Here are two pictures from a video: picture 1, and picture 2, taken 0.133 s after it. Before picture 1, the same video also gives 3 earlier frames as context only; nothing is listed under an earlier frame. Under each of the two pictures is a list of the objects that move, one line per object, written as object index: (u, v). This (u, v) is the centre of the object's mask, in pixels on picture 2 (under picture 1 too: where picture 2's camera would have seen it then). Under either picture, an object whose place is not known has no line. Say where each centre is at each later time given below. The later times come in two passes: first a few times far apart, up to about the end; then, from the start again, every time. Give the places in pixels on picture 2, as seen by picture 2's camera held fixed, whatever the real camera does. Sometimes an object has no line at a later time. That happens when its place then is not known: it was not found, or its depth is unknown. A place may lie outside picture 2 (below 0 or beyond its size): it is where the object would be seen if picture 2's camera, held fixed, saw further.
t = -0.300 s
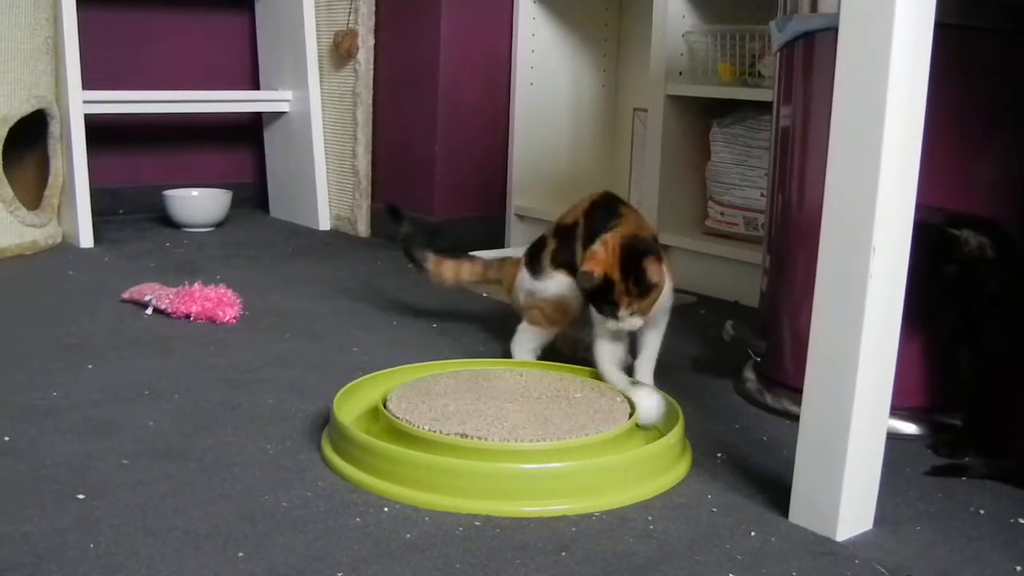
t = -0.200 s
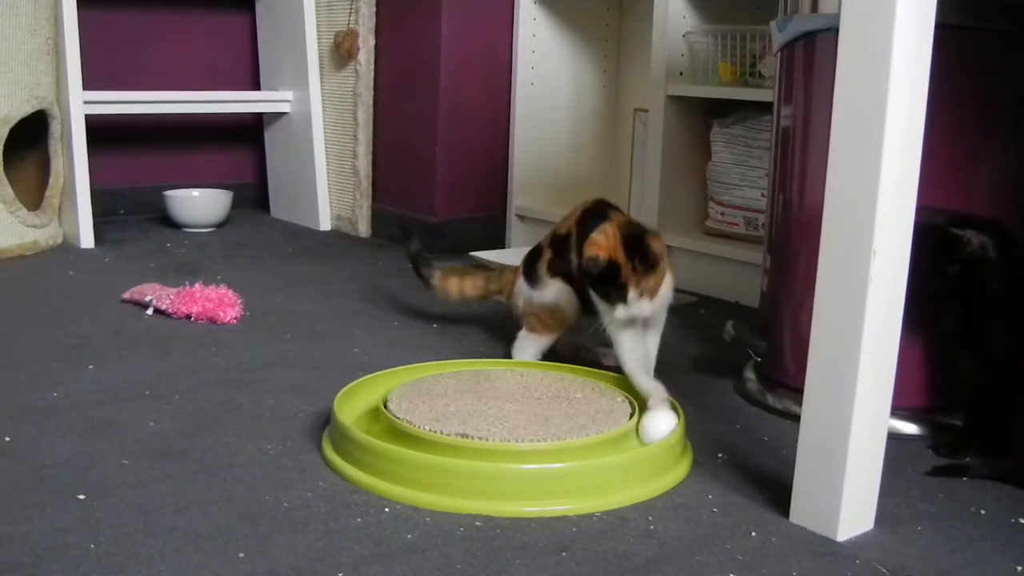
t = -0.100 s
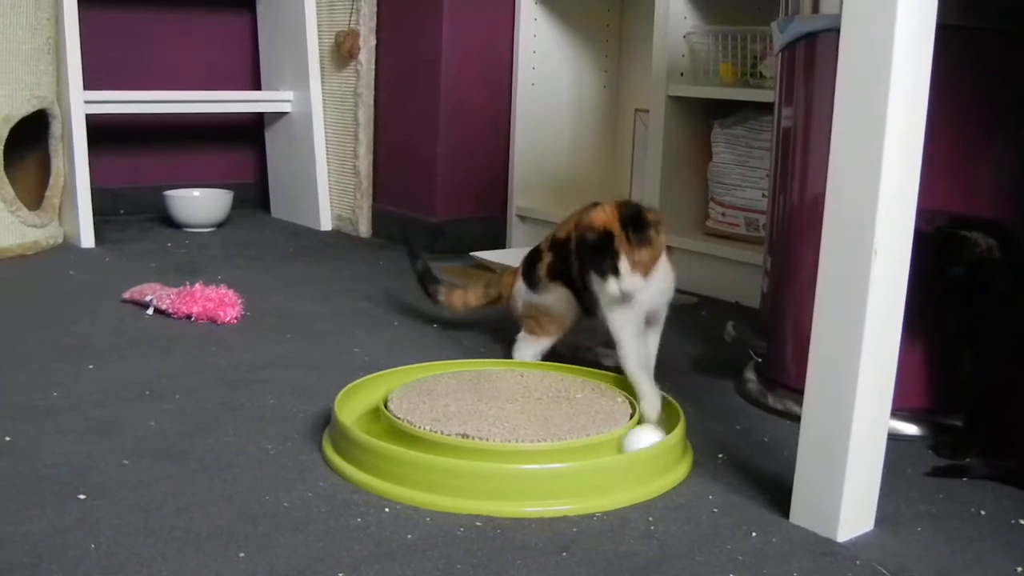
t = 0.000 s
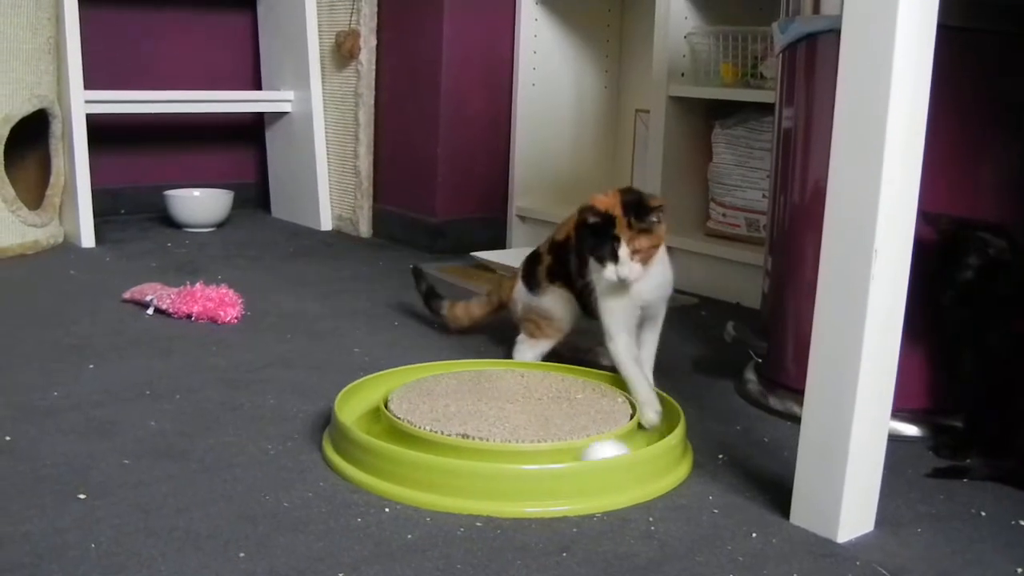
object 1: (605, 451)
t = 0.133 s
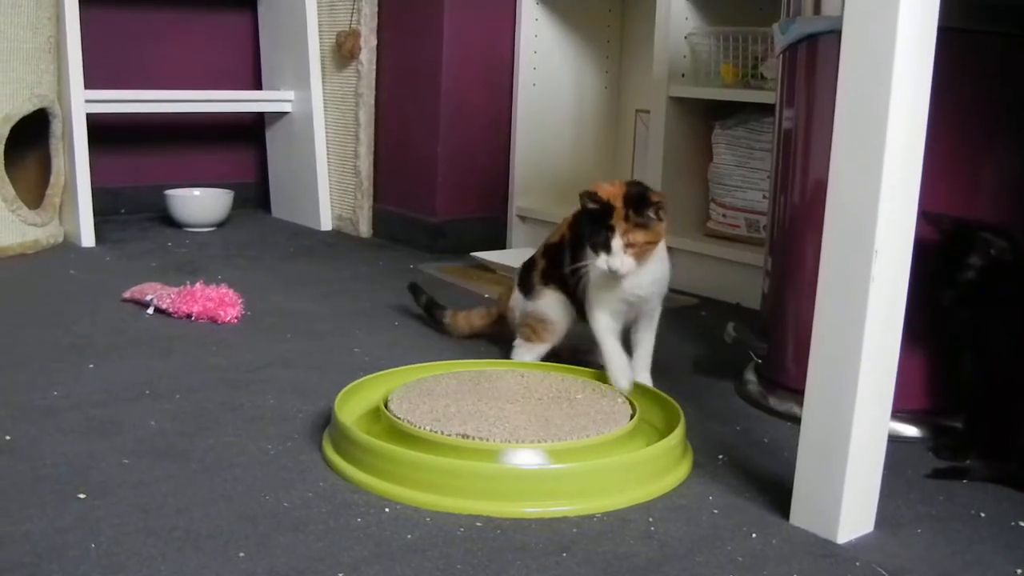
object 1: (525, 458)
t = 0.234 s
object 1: (460, 453)
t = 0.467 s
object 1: (368, 423)
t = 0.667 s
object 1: (370, 397)
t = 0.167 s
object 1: (503, 457)
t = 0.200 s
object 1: (481, 455)
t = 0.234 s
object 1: (460, 453)
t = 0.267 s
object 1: (440, 450)
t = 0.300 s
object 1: (423, 446)
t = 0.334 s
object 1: (406, 441)
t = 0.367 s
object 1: (393, 437)
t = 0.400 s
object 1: (383, 432)
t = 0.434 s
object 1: (375, 428)
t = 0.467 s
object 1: (368, 423)
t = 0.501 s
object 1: (364, 420)
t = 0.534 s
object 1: (360, 415)
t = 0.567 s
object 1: (360, 412)
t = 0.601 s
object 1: (360, 408)
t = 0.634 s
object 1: (365, 403)
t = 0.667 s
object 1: (370, 397)
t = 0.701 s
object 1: (376, 392)
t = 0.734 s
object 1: (384, 384)
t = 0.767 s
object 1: (397, 378)
